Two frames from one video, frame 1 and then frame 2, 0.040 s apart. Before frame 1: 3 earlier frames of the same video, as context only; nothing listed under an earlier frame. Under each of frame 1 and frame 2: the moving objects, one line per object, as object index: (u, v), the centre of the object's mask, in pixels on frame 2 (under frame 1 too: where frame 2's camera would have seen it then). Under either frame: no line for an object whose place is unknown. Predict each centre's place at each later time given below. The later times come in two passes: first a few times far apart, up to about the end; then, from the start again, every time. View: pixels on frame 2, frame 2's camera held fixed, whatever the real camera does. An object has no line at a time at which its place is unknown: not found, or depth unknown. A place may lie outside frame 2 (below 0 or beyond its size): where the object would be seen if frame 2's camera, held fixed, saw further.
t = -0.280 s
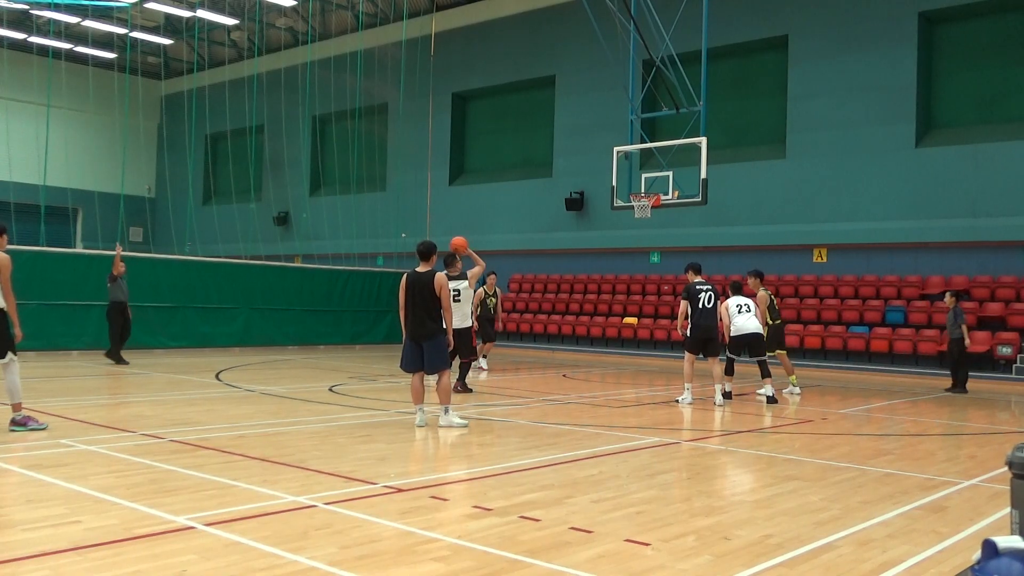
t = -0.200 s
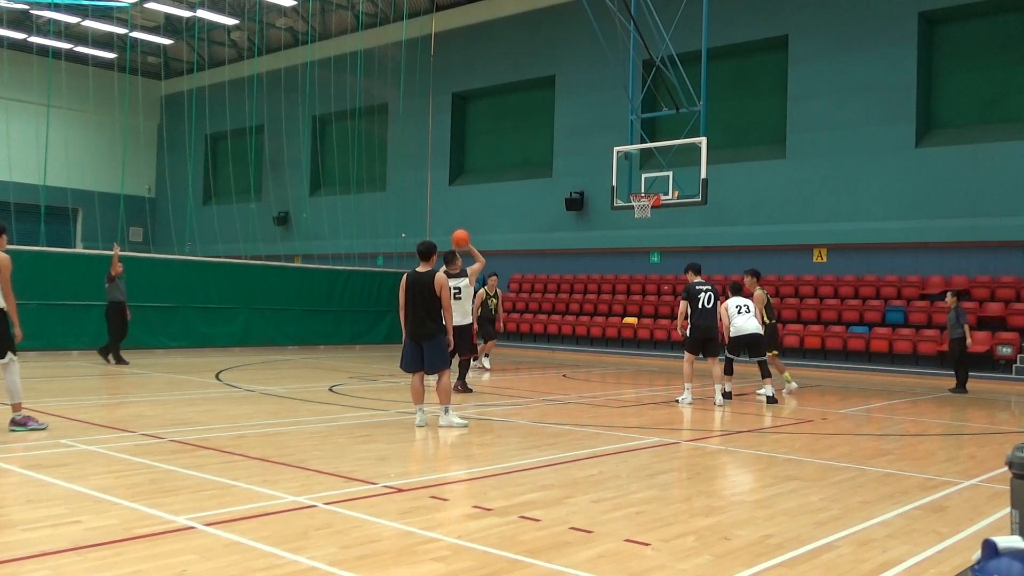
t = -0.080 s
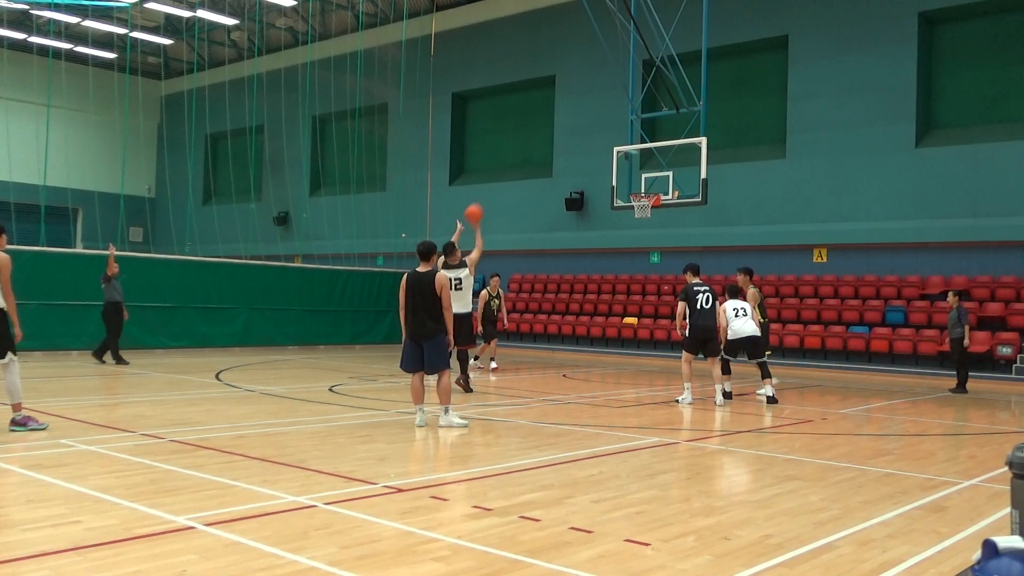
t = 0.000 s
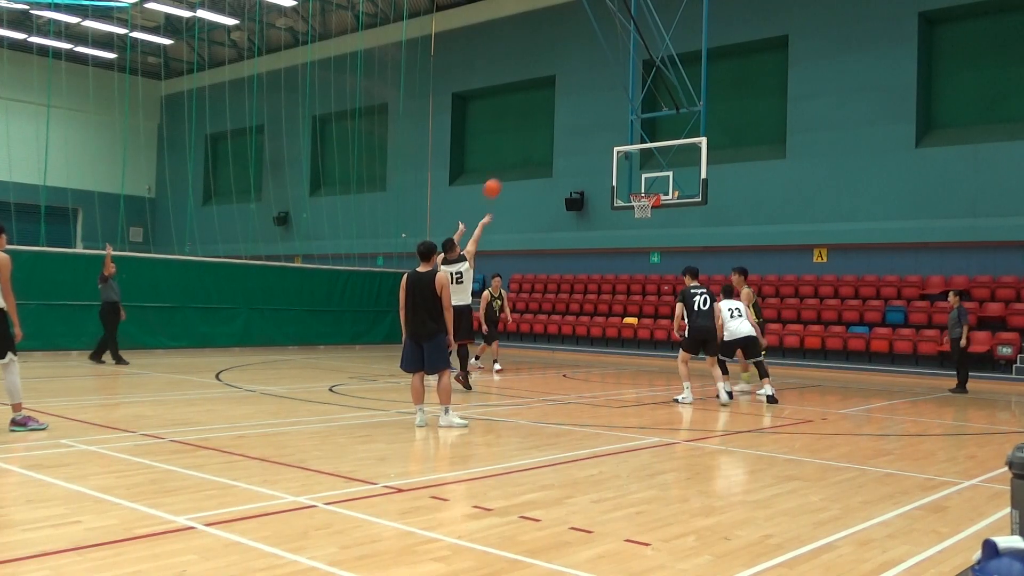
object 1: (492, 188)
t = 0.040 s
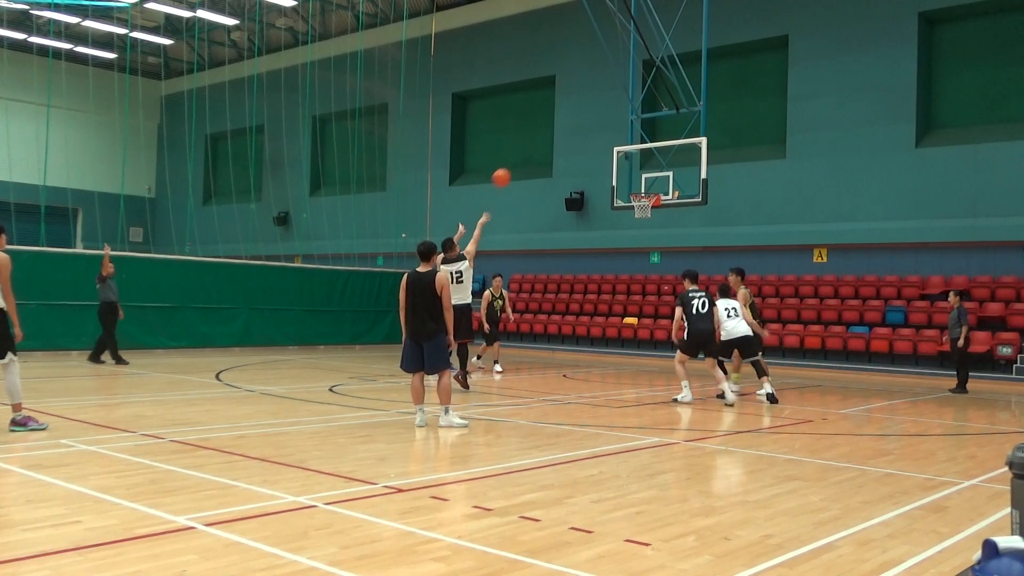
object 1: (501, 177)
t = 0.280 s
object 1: (552, 139)
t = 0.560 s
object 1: (602, 144)
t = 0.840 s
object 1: (643, 189)
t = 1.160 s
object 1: (643, 214)
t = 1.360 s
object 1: (643, 241)
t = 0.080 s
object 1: (510, 168)
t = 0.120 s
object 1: (519, 160)
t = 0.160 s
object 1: (528, 153)
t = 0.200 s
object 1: (536, 147)
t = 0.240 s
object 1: (544, 142)
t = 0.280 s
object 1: (552, 139)
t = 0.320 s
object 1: (560, 137)
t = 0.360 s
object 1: (567, 135)
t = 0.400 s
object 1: (574, 135)
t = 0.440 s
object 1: (582, 135)
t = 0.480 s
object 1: (588, 137)
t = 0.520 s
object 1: (595, 139)
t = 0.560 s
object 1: (602, 144)
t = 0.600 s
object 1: (608, 147)
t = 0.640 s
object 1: (614, 153)
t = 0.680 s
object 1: (621, 159)
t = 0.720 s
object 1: (626, 166)
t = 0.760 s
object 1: (632, 174)
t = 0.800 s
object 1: (637, 182)
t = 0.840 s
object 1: (643, 189)
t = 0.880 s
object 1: (646, 193)
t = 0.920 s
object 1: (648, 202)
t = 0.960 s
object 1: (643, 202)
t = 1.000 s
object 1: (643, 201)
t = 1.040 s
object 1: (647, 201)
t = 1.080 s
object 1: (643, 203)
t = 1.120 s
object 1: (643, 208)
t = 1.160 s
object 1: (643, 214)
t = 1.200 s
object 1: (642, 217)
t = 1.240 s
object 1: (643, 220)
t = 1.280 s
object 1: (643, 226)
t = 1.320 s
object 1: (643, 233)
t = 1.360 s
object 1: (643, 241)
